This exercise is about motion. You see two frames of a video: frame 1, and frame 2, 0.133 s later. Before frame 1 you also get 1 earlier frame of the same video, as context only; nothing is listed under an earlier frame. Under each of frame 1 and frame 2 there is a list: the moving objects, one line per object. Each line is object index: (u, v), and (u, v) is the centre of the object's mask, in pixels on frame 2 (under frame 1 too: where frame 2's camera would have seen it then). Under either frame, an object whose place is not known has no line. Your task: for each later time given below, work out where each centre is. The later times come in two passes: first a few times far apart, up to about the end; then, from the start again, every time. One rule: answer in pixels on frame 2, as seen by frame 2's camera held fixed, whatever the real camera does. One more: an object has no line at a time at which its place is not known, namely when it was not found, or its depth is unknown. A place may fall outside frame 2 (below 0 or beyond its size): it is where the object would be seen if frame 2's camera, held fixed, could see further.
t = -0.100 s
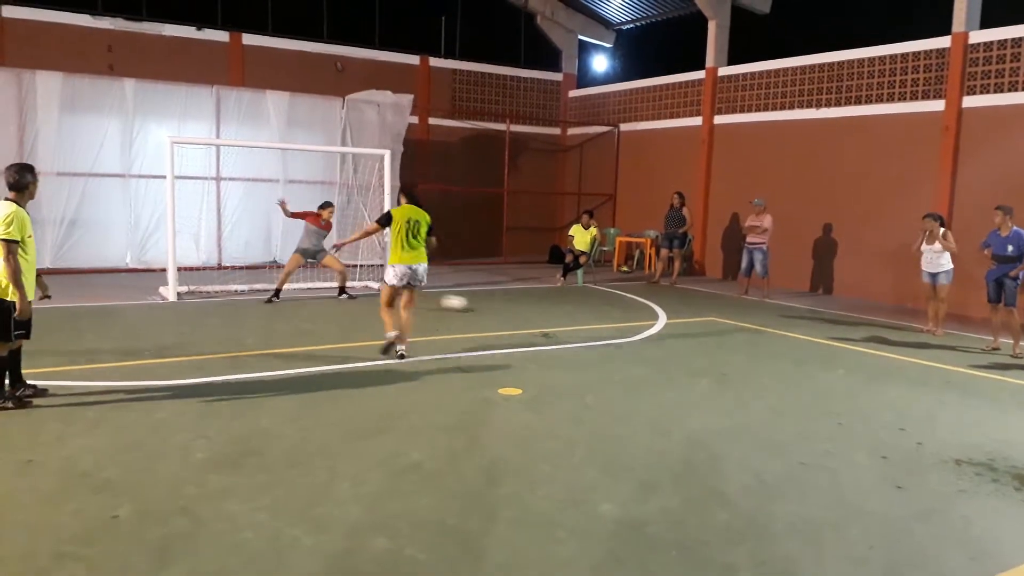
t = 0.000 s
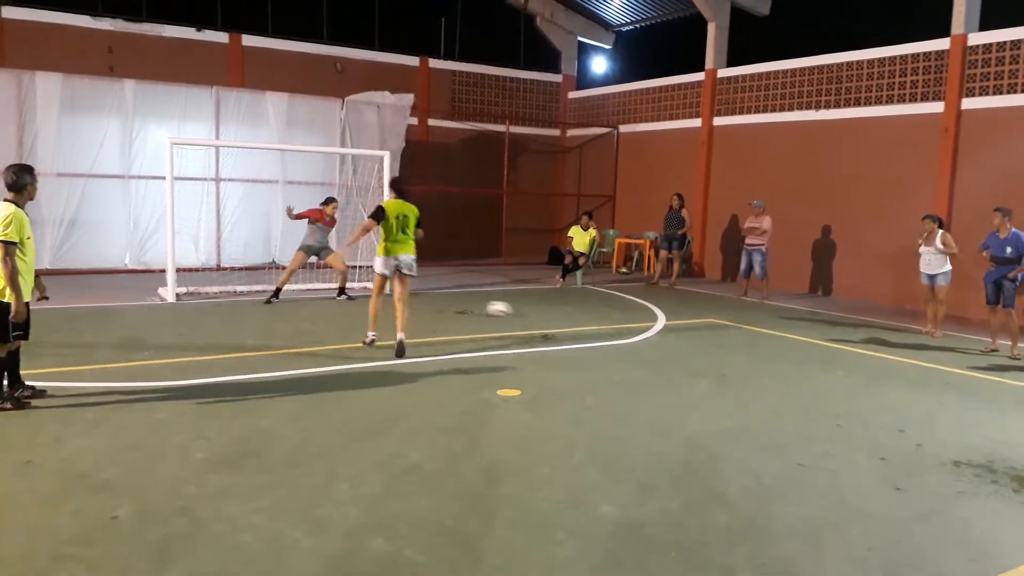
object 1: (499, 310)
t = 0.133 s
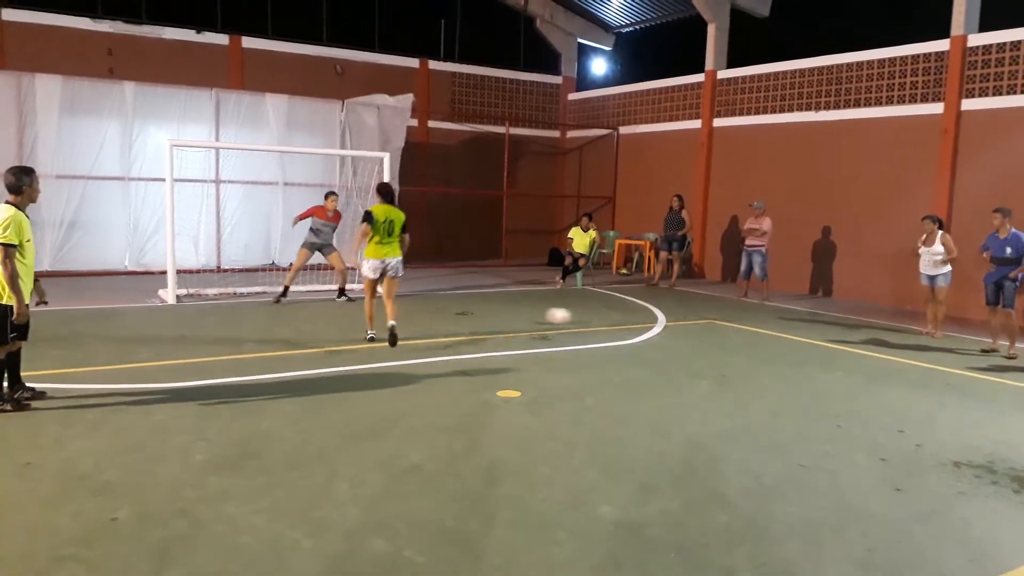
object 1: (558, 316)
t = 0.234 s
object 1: (600, 320)
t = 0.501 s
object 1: (703, 330)
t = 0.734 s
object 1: (790, 339)
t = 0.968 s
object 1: (880, 349)
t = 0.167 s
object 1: (573, 318)
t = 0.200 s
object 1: (589, 319)
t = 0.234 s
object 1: (600, 320)
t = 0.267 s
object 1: (613, 321)
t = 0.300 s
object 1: (628, 323)
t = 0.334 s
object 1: (641, 324)
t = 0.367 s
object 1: (653, 326)
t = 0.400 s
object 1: (669, 328)
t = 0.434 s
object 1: (678, 328)
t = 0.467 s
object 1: (690, 329)
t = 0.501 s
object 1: (703, 330)
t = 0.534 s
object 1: (715, 331)
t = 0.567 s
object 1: (727, 333)
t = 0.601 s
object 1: (739, 333)
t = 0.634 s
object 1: (752, 335)
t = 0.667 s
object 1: (765, 337)
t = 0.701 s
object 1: (778, 338)
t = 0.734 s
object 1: (790, 339)
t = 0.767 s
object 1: (803, 341)
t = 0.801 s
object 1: (817, 342)
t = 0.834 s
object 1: (830, 344)
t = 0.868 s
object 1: (842, 345)
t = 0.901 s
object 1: (854, 346)
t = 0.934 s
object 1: (867, 348)
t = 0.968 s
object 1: (880, 349)
